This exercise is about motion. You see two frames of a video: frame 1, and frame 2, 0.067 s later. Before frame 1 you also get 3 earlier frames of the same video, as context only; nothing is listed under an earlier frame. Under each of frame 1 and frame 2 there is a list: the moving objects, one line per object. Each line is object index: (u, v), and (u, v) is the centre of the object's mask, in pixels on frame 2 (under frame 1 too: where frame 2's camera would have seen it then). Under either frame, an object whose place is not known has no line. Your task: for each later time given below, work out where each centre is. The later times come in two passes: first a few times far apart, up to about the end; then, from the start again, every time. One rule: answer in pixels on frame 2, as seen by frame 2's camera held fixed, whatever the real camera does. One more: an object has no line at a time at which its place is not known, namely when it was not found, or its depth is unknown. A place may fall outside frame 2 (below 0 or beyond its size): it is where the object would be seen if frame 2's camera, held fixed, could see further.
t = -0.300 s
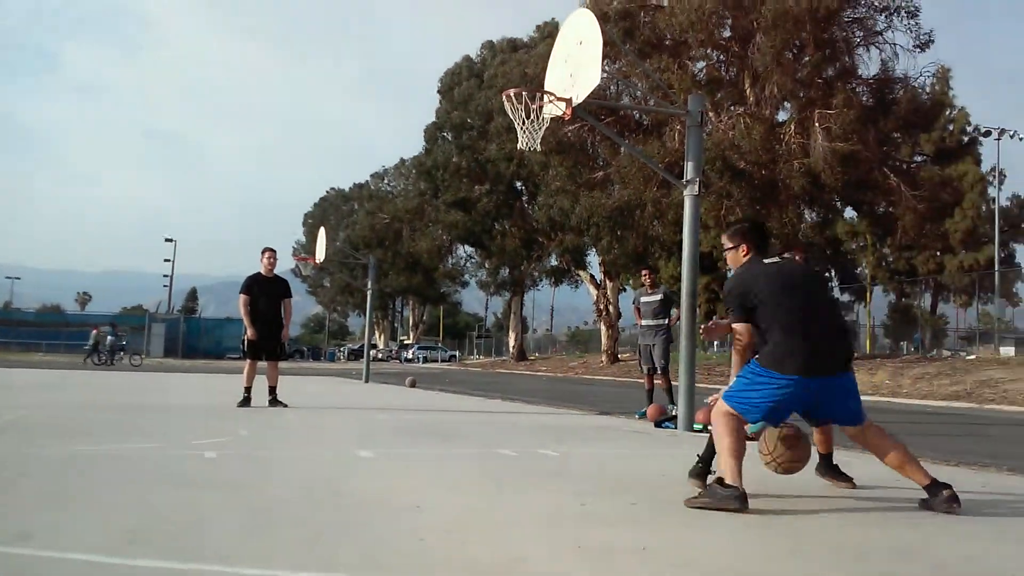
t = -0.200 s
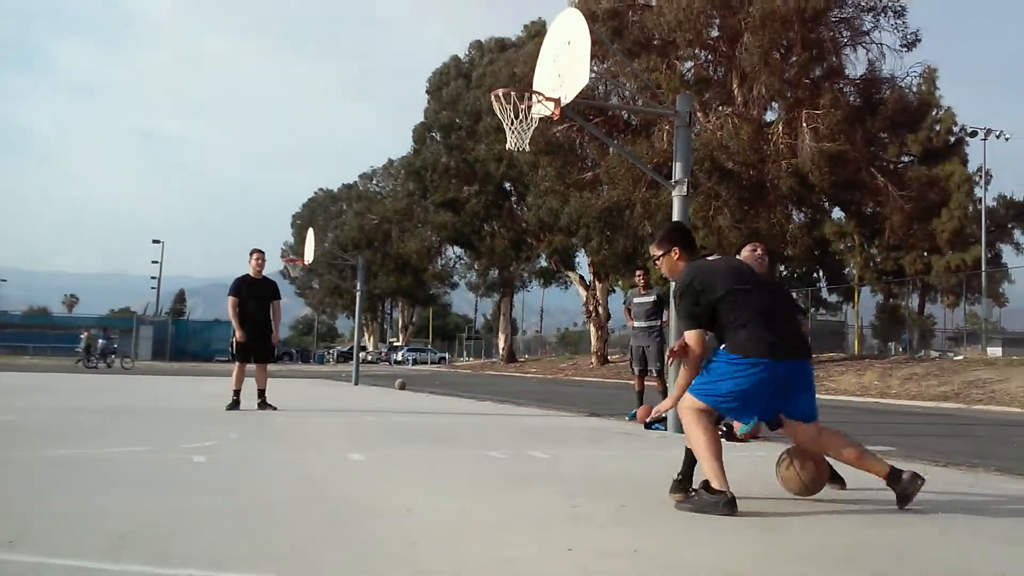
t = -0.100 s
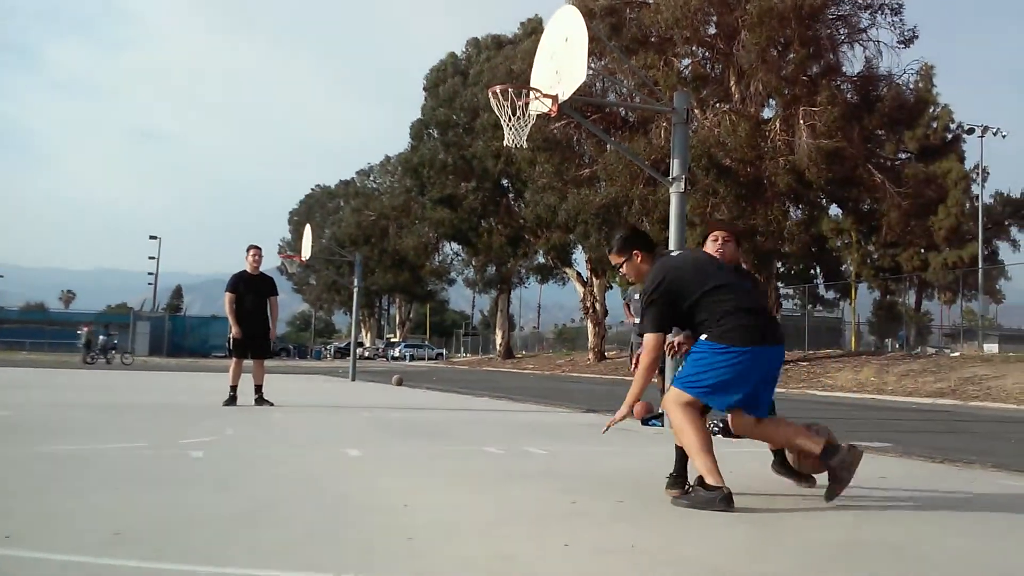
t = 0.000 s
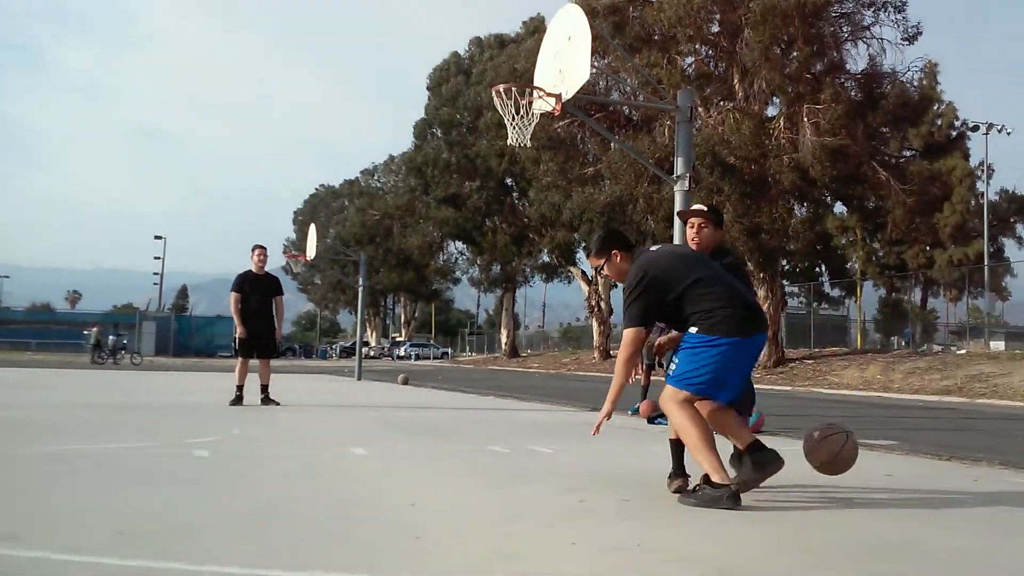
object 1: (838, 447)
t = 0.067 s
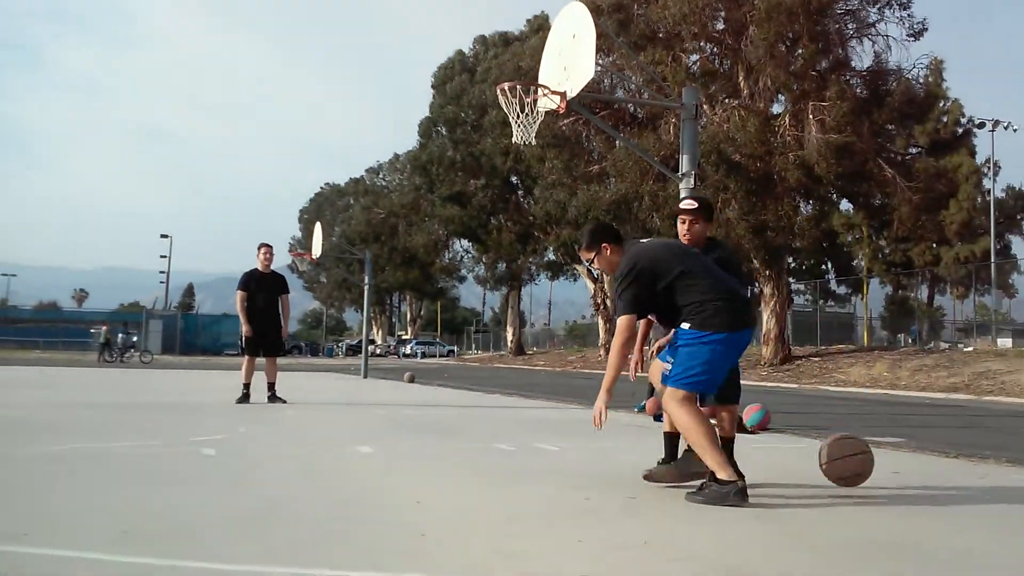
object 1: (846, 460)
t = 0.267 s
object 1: (873, 455)
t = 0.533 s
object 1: (910, 466)
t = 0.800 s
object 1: (942, 477)
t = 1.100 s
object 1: (982, 480)
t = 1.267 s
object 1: (1020, 484)
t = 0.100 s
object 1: (851, 470)
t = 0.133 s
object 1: (855, 465)
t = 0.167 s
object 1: (859, 459)
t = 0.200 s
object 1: (864, 456)
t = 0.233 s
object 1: (868, 454)
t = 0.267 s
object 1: (873, 455)
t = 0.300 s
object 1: (878, 458)
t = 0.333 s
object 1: (882, 464)
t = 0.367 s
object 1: (887, 472)
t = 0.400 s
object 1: (893, 471)
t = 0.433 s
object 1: (898, 467)
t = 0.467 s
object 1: (902, 464)
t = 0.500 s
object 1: (906, 464)
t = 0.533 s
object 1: (910, 466)
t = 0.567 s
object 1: (916, 471)
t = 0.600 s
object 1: (920, 477)
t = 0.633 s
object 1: (924, 472)
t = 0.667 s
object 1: (926, 469)
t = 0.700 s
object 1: (928, 469)
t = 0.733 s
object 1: (934, 472)
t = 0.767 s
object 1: (939, 477)
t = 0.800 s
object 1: (942, 477)
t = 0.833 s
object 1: (943, 474)
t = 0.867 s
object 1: (946, 473)
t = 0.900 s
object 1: (949, 476)
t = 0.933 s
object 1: (951, 480)
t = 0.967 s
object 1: (956, 477)
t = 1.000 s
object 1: (962, 477)
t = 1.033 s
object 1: (968, 479)
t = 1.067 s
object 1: (973, 480)
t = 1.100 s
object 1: (982, 480)
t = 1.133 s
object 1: (992, 482)
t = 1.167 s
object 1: (999, 483)
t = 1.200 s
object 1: (1007, 482)
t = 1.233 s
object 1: (1014, 484)
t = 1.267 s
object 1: (1020, 484)
